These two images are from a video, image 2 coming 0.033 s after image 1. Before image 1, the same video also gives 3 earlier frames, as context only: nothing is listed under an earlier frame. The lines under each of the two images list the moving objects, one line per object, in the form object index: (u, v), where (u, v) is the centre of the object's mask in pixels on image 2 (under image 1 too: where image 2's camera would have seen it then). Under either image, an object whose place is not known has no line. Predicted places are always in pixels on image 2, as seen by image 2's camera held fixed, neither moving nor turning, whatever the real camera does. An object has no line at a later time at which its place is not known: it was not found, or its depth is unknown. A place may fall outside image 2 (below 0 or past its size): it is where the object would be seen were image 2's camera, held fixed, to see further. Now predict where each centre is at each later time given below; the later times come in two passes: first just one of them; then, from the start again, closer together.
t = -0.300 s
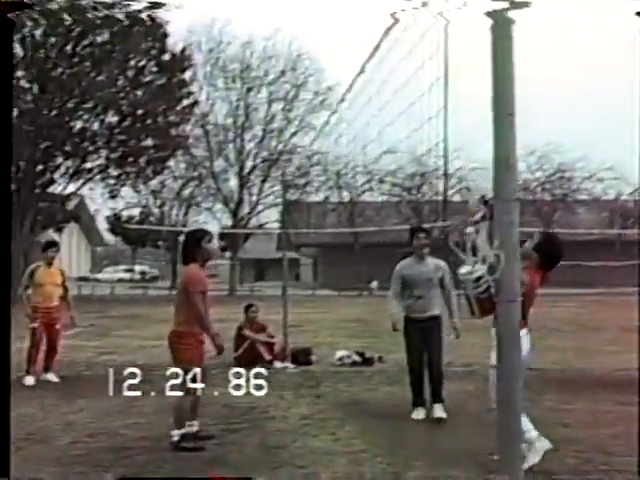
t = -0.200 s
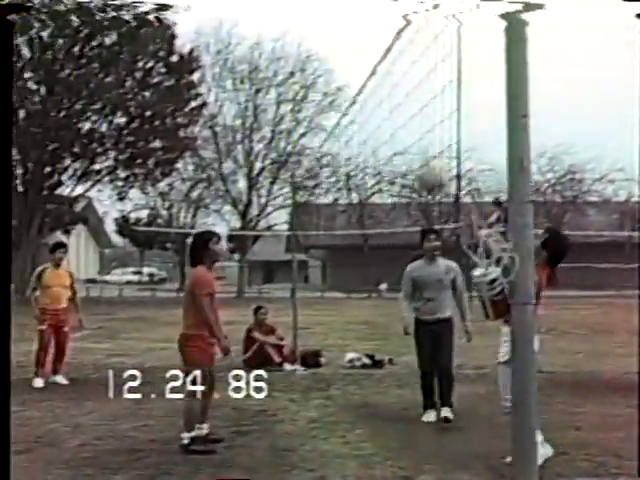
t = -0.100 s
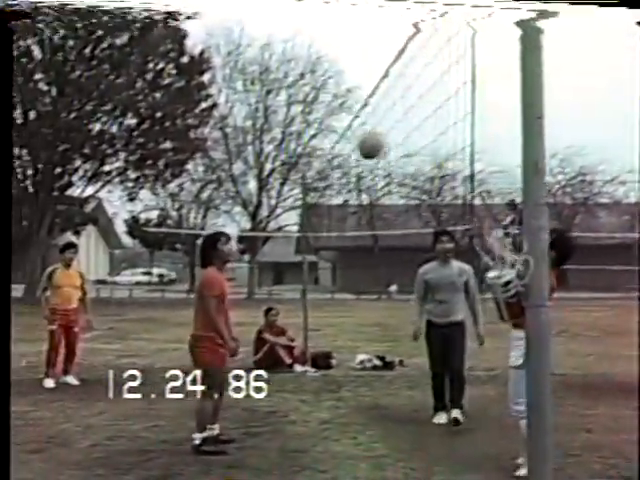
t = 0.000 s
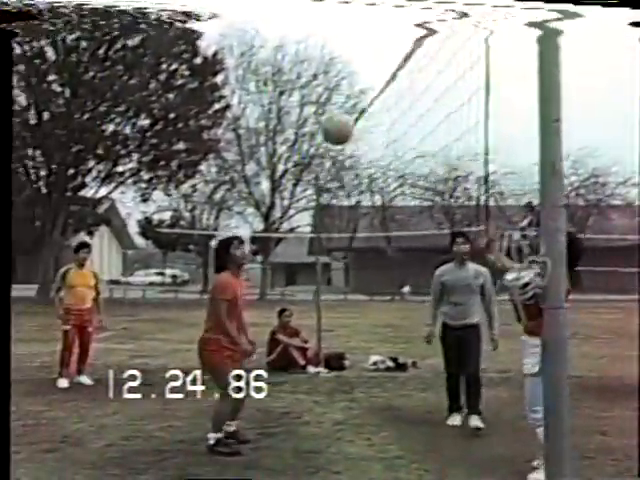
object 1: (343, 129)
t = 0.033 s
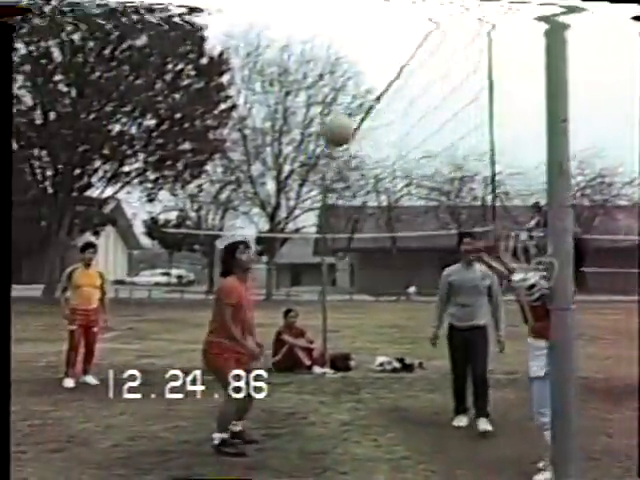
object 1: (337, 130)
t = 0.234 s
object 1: (334, 189)
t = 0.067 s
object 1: (332, 136)
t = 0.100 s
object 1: (328, 142)
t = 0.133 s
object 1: (328, 153)
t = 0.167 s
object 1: (330, 165)
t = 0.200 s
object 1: (331, 175)
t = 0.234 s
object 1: (334, 189)
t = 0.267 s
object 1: (337, 205)
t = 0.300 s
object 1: (342, 221)
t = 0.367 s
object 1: (352, 252)
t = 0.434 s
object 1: (363, 296)
